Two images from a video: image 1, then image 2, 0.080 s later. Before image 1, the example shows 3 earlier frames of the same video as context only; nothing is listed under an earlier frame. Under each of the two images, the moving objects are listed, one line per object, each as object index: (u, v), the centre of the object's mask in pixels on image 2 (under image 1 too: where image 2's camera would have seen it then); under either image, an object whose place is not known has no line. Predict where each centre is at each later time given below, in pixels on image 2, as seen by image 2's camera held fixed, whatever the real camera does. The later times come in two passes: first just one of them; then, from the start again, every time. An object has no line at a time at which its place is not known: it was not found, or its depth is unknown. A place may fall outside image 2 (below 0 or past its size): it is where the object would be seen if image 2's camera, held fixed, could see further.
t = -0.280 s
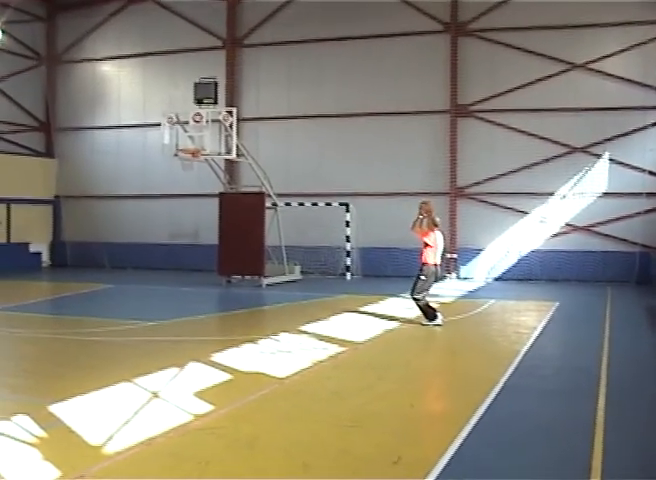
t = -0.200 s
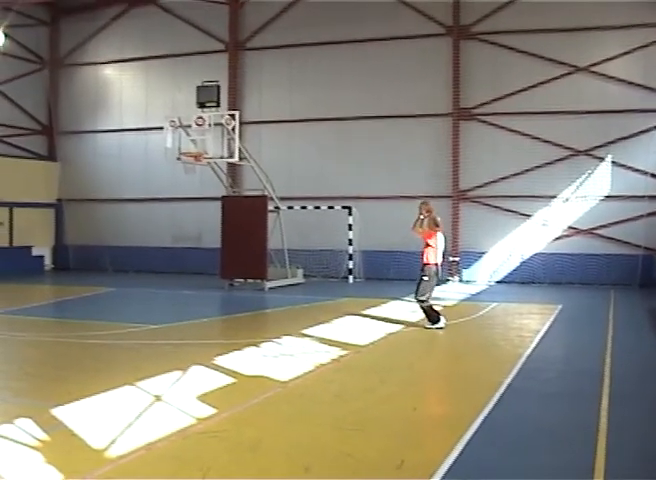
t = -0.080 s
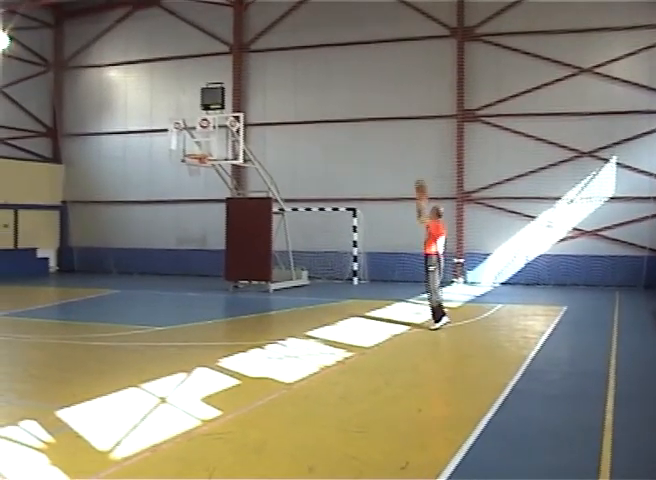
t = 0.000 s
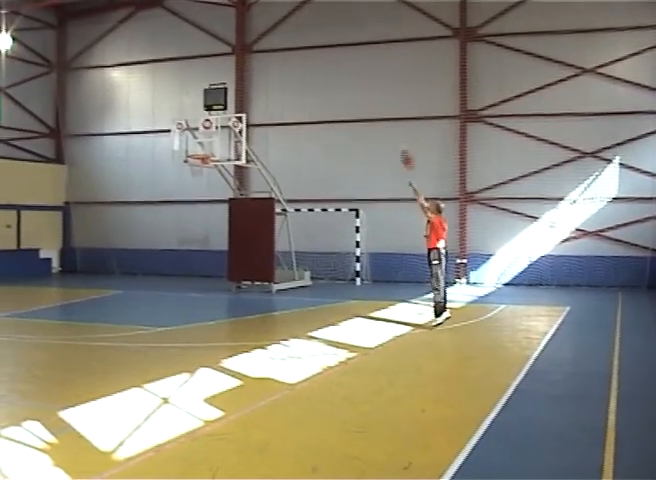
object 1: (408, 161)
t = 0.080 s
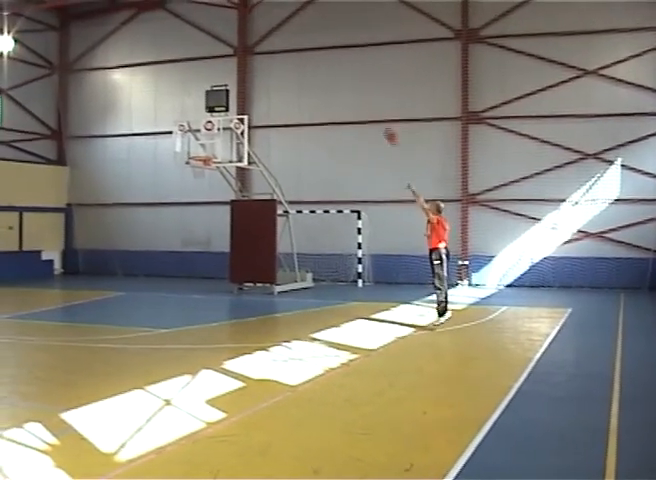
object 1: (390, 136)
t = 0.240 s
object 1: (358, 99)
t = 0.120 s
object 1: (383, 125)
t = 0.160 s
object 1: (373, 115)
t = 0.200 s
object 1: (365, 106)
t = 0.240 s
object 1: (358, 99)
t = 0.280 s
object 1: (350, 92)
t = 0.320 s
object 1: (343, 87)
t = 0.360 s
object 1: (336, 82)
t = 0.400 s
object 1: (328, 78)
